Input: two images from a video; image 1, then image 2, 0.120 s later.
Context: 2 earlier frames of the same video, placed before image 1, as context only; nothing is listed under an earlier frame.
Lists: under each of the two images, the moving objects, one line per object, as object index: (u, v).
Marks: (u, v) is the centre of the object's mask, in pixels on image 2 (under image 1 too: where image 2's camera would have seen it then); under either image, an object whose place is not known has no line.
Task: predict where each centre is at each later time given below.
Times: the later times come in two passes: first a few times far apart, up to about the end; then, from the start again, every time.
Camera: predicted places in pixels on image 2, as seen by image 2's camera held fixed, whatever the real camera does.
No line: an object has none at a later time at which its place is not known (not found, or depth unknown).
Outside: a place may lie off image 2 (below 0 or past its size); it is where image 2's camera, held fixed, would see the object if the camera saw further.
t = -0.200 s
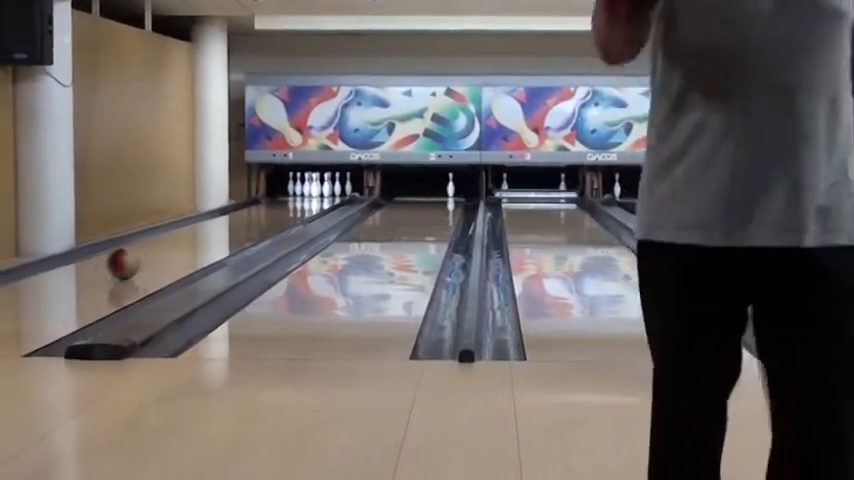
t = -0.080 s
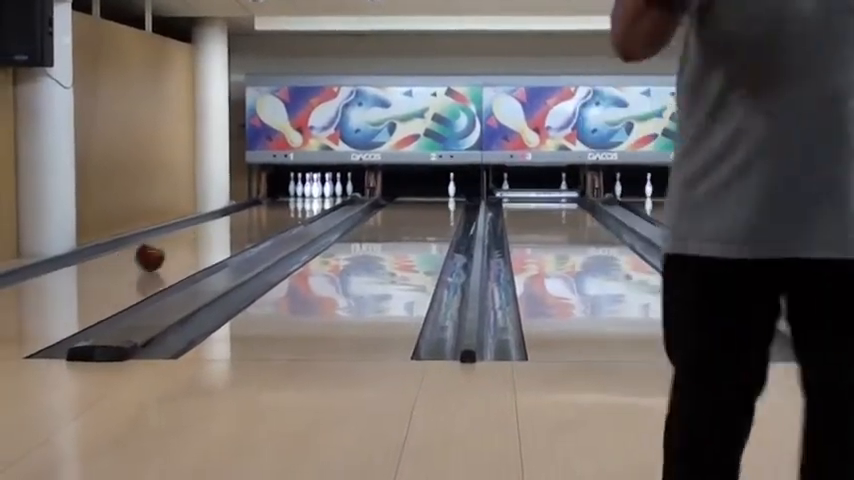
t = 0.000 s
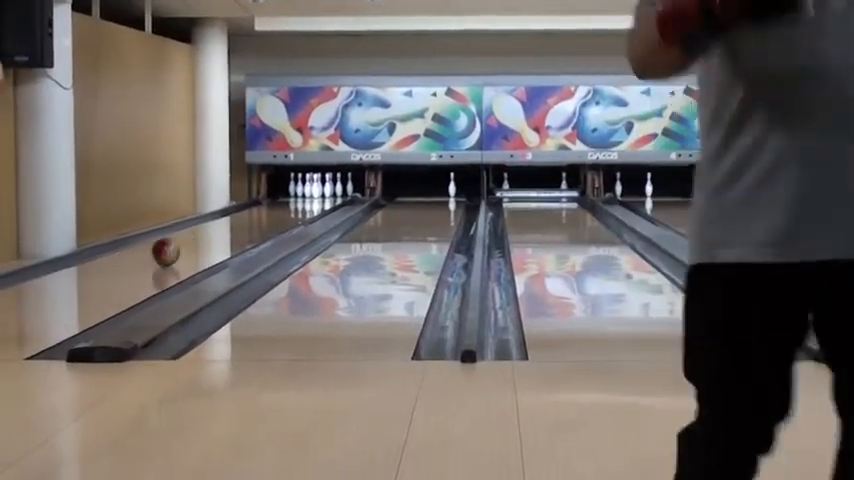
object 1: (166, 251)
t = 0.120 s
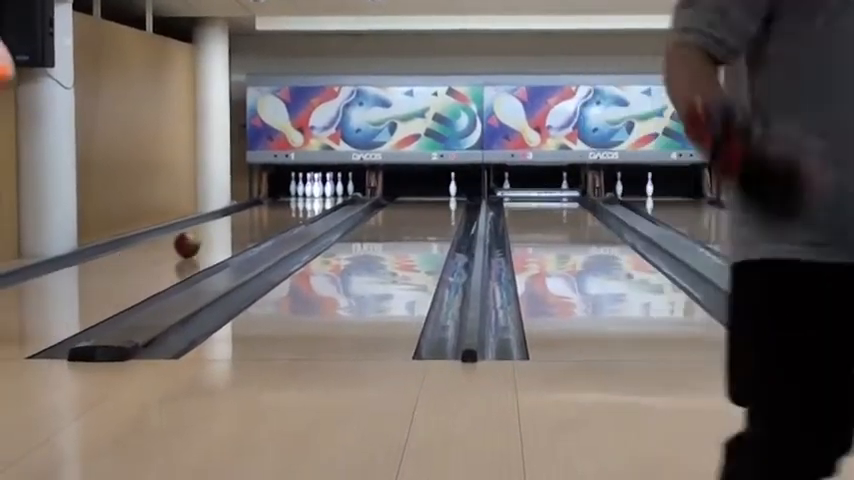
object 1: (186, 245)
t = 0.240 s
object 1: (204, 238)
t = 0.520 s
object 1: (237, 227)
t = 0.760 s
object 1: (262, 218)
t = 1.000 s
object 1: (280, 211)
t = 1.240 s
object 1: (294, 206)
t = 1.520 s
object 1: (307, 199)
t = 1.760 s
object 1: (315, 195)
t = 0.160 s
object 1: (193, 242)
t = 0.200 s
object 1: (199, 240)
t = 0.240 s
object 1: (204, 238)
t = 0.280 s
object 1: (209, 236)
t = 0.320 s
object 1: (215, 234)
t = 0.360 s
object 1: (220, 232)
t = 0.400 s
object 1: (225, 230)
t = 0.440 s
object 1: (230, 229)
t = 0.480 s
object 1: (234, 228)
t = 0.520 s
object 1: (237, 227)
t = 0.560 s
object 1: (242, 224)
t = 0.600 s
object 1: (246, 223)
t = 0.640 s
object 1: (251, 221)
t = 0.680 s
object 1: (254, 220)
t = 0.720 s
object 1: (258, 218)
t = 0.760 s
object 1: (262, 218)
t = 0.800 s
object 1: (265, 216)
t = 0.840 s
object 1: (268, 215)
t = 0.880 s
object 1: (271, 214)
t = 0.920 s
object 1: (273, 213)
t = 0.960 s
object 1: (277, 212)
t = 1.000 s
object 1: (280, 211)
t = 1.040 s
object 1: (283, 211)
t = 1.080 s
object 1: (286, 210)
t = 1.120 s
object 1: (287, 208)
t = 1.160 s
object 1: (290, 207)
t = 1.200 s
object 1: (292, 206)
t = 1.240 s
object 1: (294, 206)
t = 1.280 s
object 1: (296, 205)
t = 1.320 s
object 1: (298, 204)
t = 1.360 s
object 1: (300, 202)
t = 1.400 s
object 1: (303, 202)
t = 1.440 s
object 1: (305, 201)
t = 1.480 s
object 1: (305, 200)
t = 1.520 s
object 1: (307, 199)
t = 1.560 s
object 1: (309, 198)
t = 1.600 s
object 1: (310, 197)
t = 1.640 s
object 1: (312, 197)
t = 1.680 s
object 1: (313, 197)
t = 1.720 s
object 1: (314, 196)
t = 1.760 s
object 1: (315, 195)
